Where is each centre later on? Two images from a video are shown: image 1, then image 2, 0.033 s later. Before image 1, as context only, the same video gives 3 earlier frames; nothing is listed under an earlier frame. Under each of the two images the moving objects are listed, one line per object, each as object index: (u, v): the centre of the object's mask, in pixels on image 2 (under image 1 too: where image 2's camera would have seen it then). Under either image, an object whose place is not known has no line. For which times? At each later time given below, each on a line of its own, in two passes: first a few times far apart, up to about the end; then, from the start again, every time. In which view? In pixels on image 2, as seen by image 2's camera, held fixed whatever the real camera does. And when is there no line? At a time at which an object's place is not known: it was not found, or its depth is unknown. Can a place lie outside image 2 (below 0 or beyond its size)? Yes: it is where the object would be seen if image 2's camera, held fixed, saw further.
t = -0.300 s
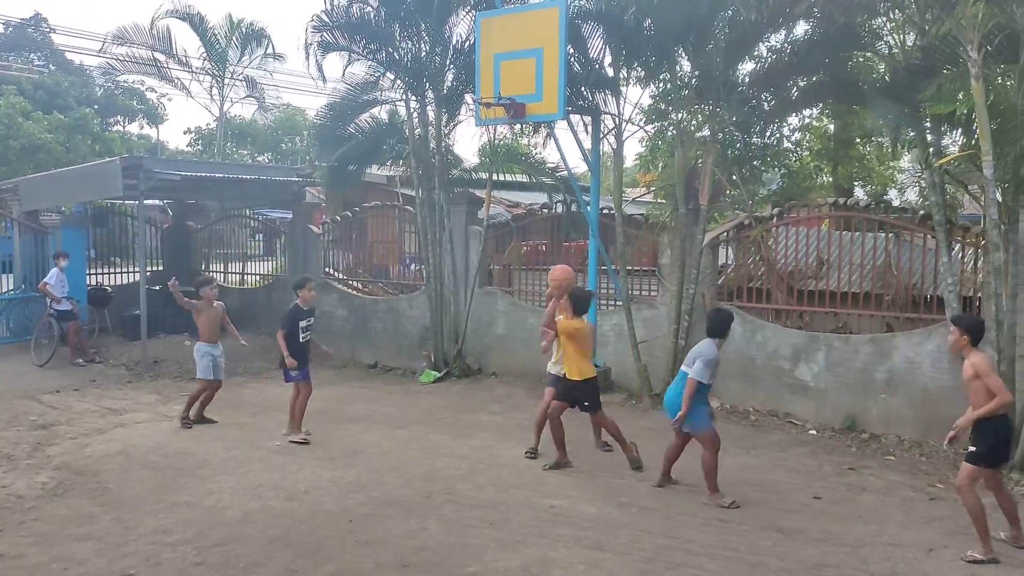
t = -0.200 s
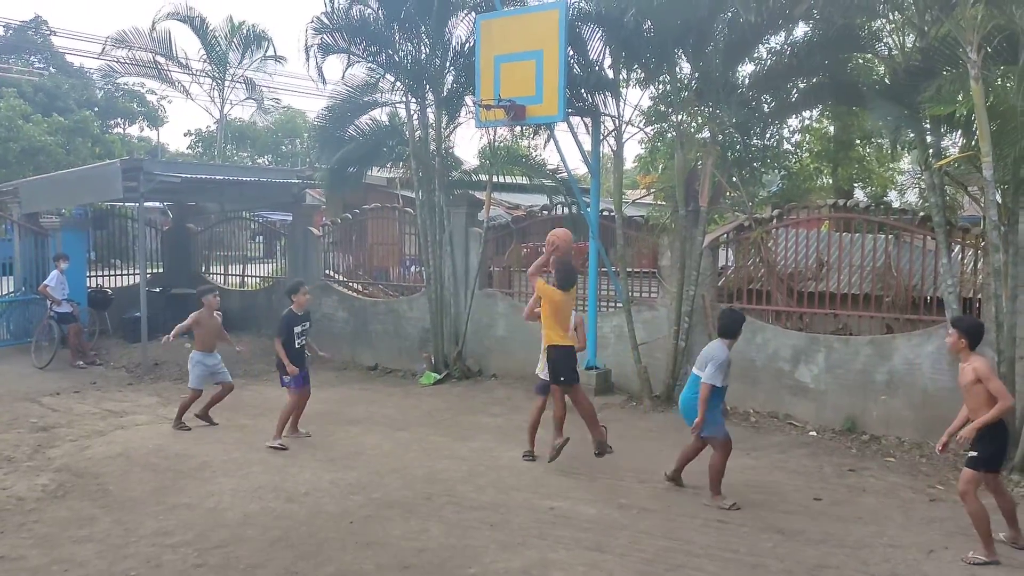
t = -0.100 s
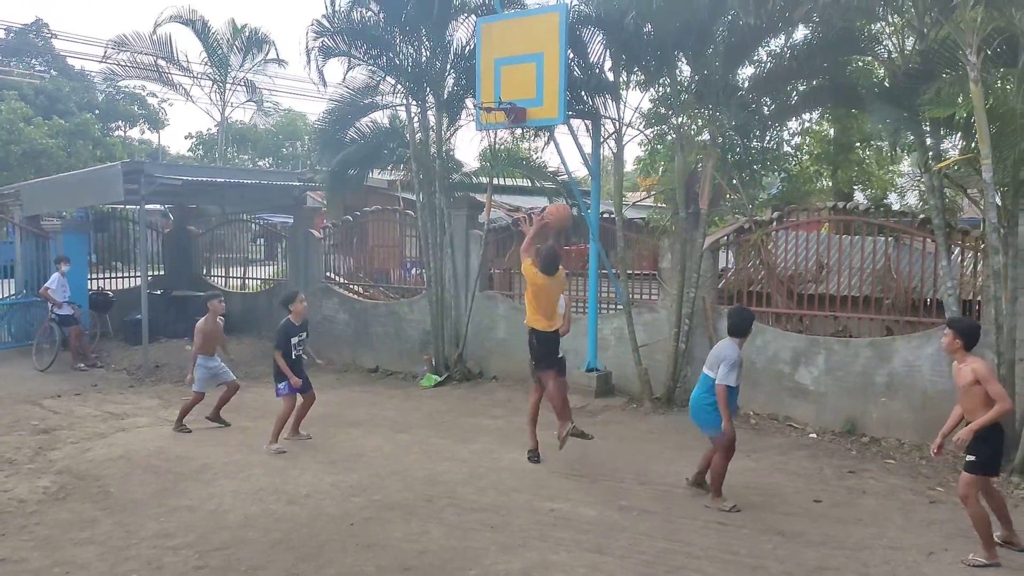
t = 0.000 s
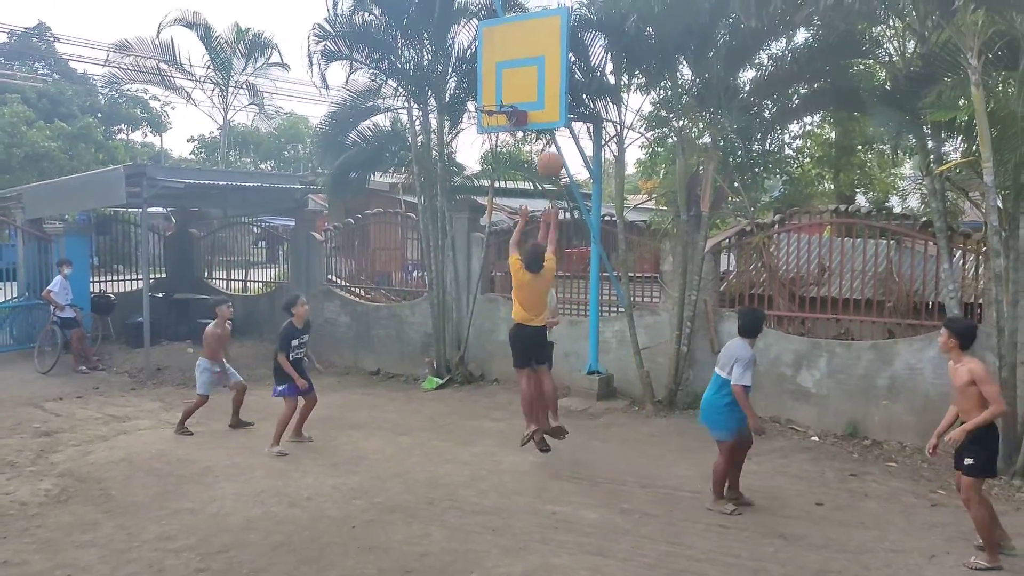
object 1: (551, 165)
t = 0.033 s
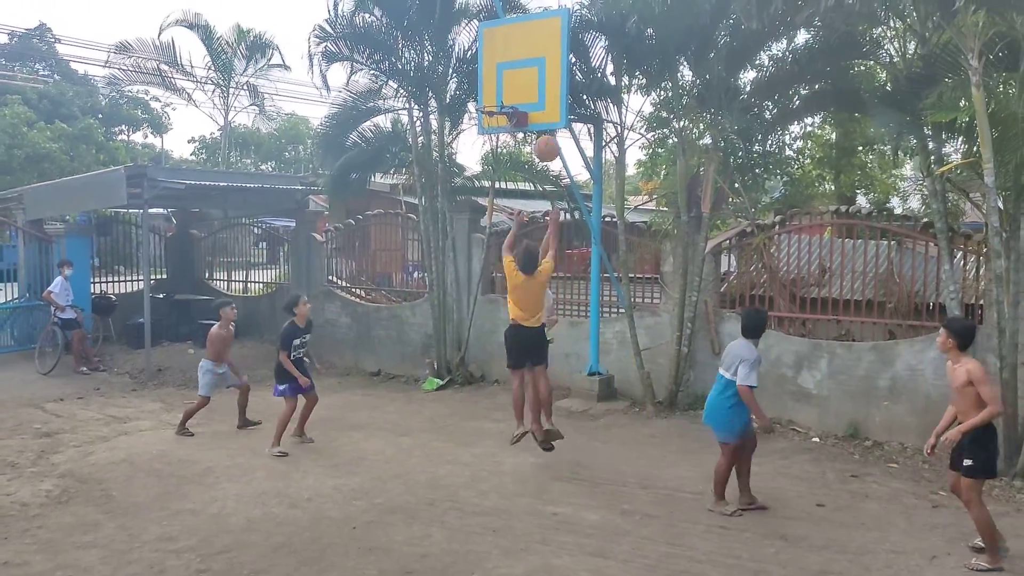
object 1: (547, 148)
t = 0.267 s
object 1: (524, 75)
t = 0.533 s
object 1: (500, 65)
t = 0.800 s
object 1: (482, 94)
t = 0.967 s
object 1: (478, 92)
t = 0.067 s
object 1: (543, 135)
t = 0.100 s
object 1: (540, 122)
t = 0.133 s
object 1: (537, 110)
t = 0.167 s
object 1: (533, 98)
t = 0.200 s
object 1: (530, 89)
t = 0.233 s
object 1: (526, 81)
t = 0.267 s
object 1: (524, 75)
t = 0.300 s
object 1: (520, 70)
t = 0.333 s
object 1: (517, 65)
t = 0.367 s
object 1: (514, 62)
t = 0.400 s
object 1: (511, 61)
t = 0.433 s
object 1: (509, 60)
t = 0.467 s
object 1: (506, 60)
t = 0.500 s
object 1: (503, 62)
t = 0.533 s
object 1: (500, 65)
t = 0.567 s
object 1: (497, 68)
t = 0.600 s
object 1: (495, 73)
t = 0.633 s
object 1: (492, 79)
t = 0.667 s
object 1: (489, 85)
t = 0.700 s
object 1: (487, 93)
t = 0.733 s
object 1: (485, 100)
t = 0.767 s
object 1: (483, 97)
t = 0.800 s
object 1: (482, 94)
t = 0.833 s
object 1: (482, 91)
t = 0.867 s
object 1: (481, 90)
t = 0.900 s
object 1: (480, 90)
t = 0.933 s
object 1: (479, 91)
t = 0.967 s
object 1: (478, 92)
